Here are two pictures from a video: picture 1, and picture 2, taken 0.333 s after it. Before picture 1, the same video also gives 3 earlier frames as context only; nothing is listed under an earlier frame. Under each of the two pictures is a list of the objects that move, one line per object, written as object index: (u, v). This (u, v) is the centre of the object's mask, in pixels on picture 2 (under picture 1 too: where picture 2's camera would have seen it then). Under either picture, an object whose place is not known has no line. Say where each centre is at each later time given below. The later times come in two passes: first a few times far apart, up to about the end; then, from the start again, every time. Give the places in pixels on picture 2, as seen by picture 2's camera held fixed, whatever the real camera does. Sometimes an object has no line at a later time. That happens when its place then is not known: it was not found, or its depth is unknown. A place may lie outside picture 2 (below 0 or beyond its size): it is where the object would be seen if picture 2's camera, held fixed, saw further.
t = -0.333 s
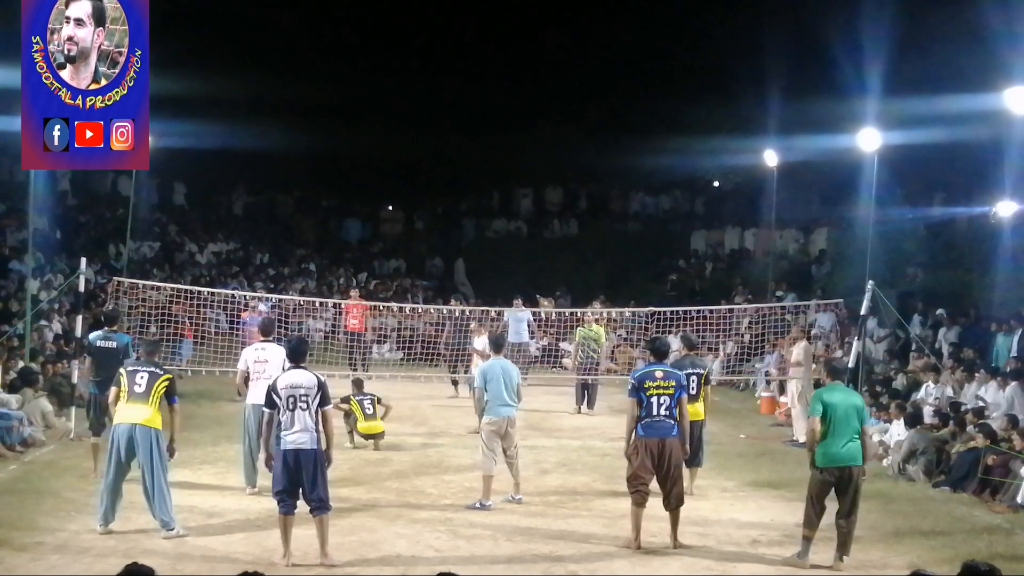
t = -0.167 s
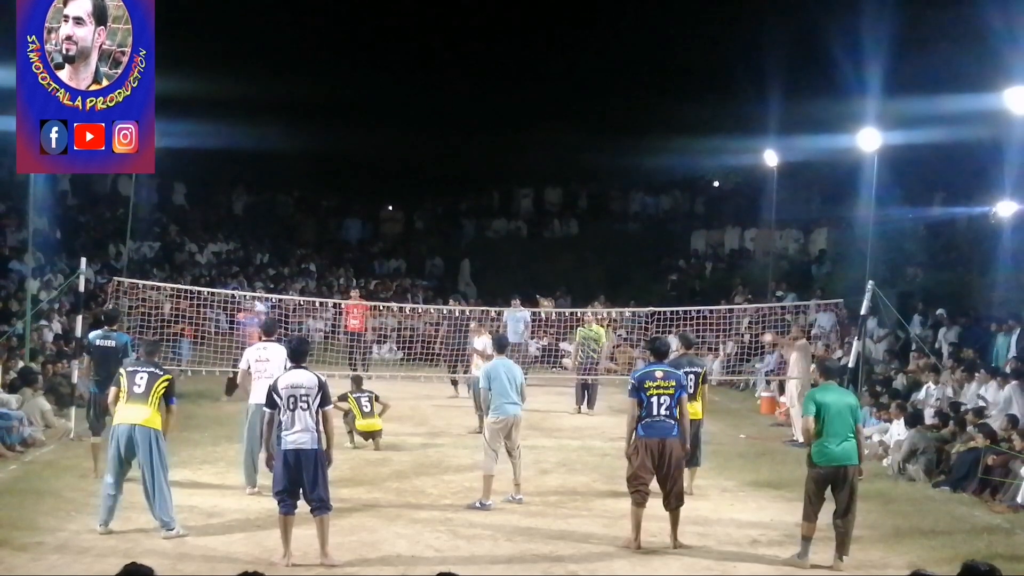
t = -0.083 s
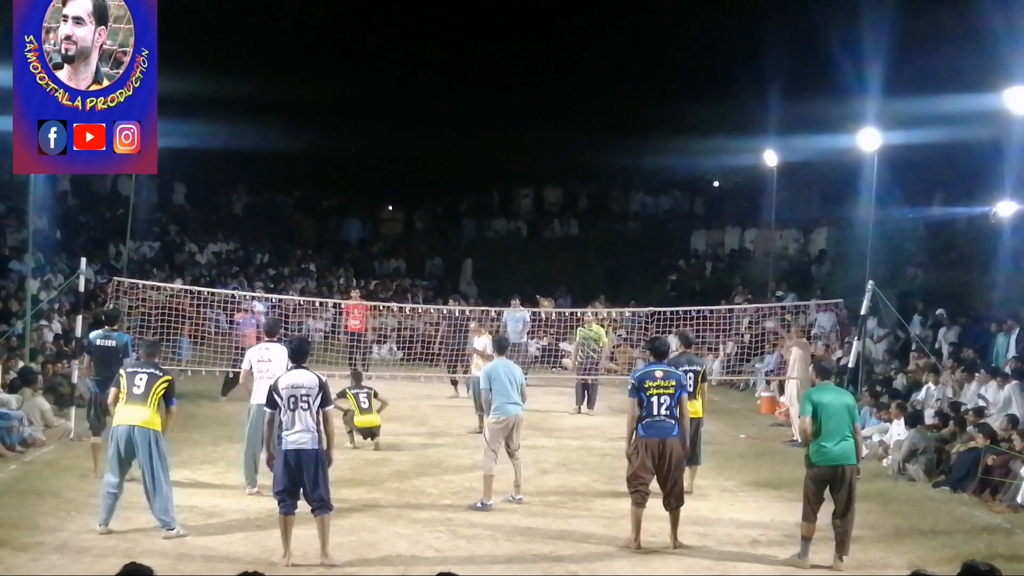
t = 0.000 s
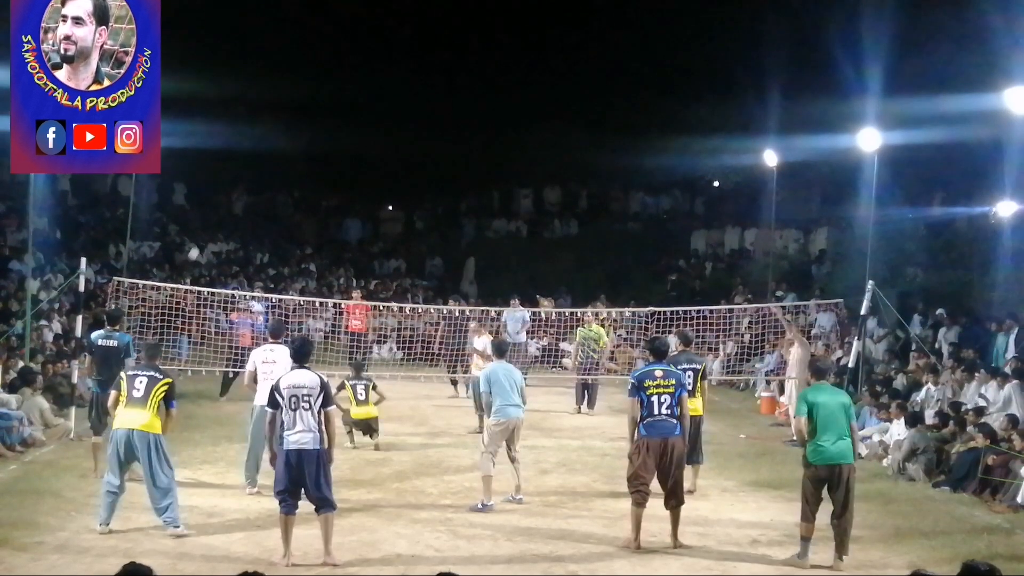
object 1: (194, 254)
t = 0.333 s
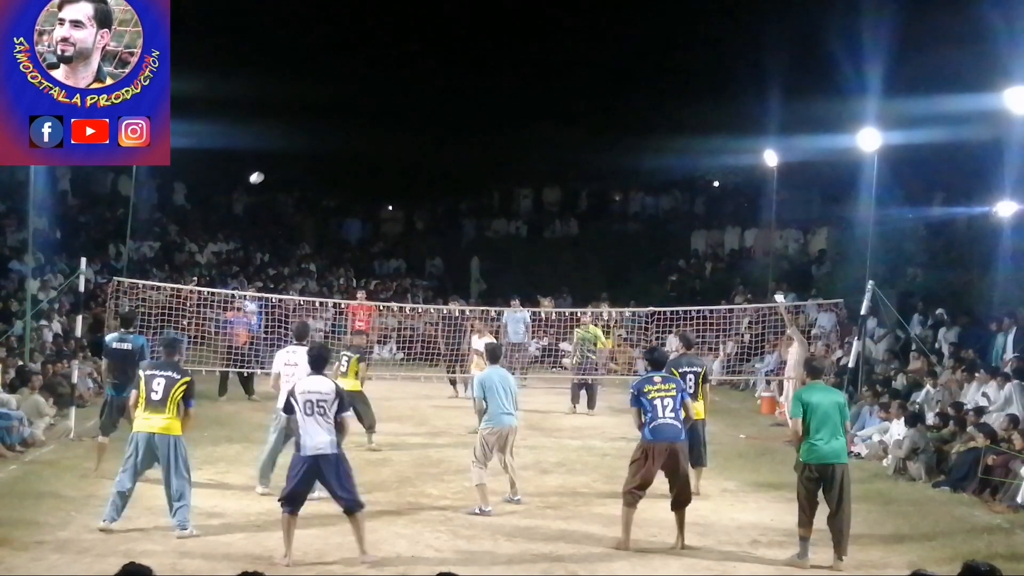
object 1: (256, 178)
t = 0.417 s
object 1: (272, 170)
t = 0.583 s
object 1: (314, 163)
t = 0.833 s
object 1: (384, 200)
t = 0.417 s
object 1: (272, 170)
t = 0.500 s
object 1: (288, 164)
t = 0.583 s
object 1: (314, 163)
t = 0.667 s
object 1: (332, 167)
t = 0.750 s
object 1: (362, 183)
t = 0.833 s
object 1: (384, 200)
